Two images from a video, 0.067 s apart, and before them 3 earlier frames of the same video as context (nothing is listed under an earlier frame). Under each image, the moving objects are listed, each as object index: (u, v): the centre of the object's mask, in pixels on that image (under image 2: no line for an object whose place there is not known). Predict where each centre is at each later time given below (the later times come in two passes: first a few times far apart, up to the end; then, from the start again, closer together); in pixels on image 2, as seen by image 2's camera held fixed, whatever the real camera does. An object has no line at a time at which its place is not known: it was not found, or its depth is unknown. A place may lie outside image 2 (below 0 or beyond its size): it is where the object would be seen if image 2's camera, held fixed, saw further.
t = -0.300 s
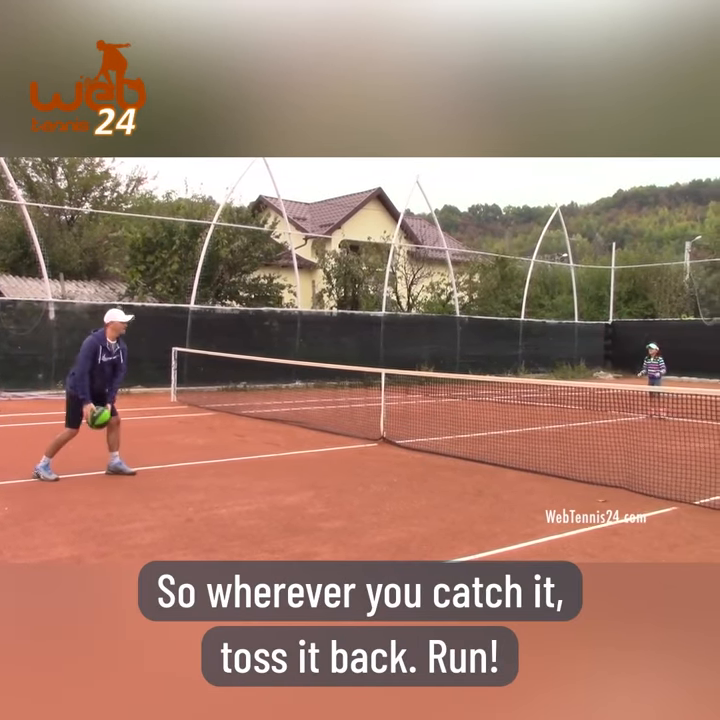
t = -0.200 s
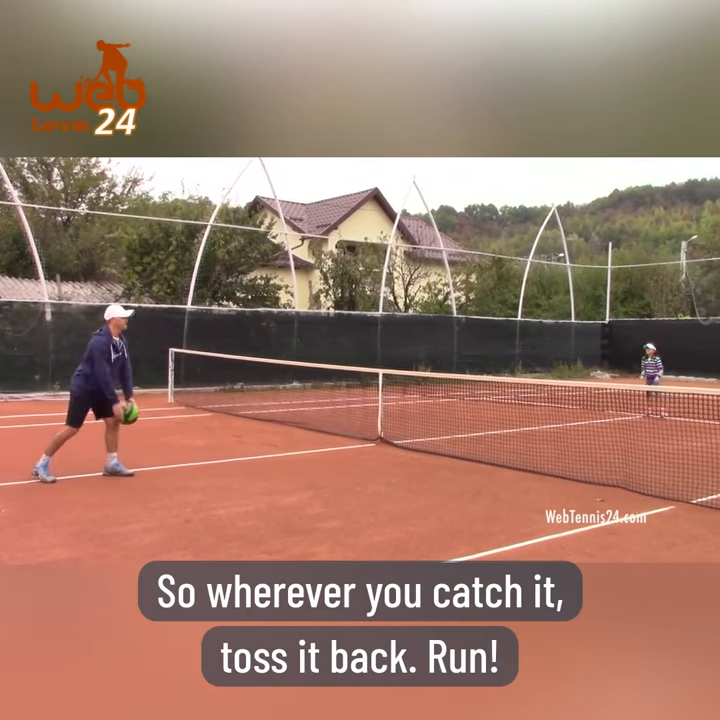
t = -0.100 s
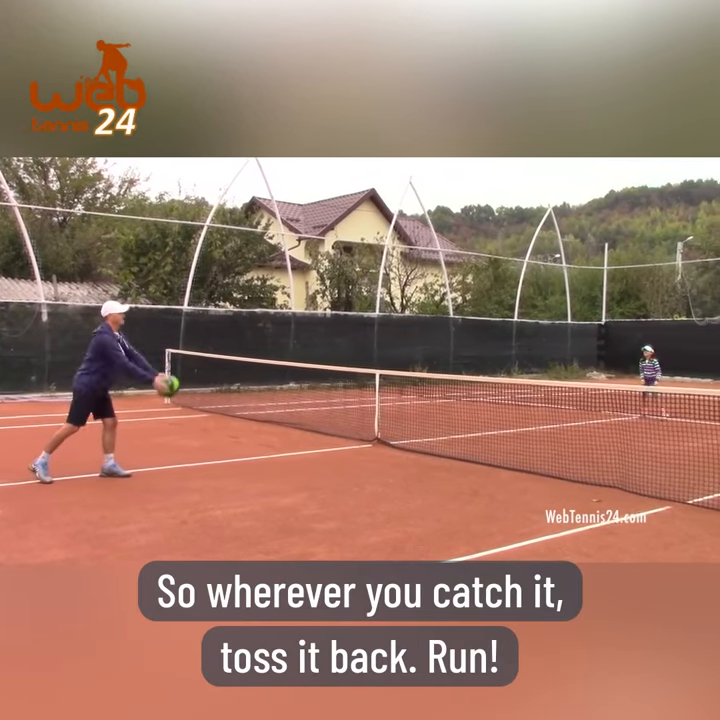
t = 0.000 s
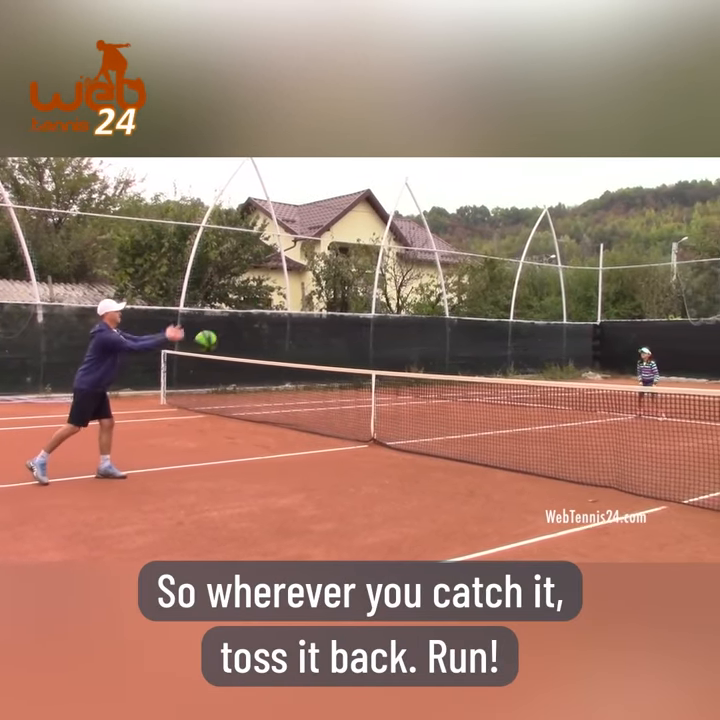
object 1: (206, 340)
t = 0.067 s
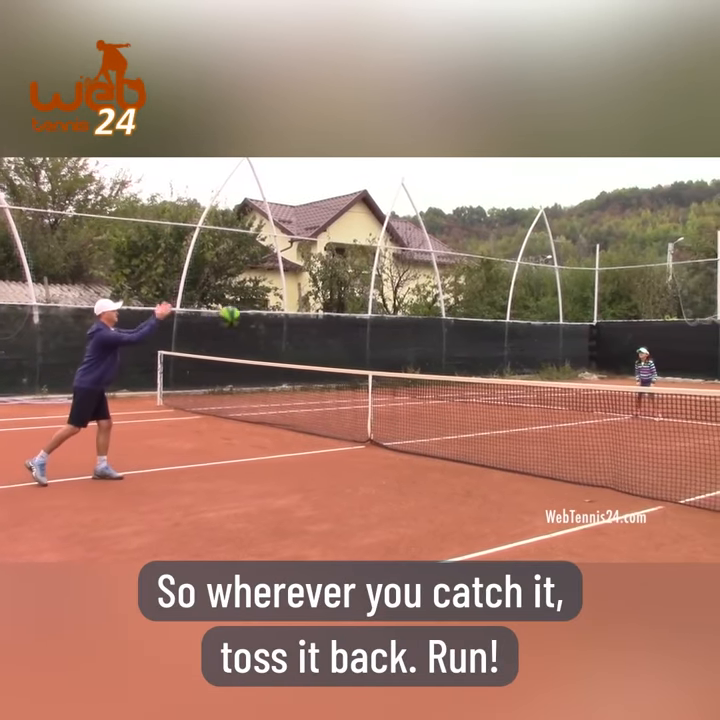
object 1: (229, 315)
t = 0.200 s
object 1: (279, 280)
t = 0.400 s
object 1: (348, 258)
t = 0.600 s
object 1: (411, 275)
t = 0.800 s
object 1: (468, 321)
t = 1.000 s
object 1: (519, 398)
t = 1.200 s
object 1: (556, 413)
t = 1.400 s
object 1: (579, 371)
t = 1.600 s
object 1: (601, 351)
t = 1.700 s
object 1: (613, 352)
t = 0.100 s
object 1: (242, 304)
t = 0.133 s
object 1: (255, 293)
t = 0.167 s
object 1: (267, 288)
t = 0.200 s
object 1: (279, 280)
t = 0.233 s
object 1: (291, 273)
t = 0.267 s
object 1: (304, 268)
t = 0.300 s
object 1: (314, 263)
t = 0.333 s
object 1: (326, 260)
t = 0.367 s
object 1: (337, 258)
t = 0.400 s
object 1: (348, 258)
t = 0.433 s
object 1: (359, 259)
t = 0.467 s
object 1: (370, 260)
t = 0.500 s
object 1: (380, 263)
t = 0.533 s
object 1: (391, 265)
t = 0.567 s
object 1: (401, 269)
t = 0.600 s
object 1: (411, 275)
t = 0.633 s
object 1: (421, 281)
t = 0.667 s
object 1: (431, 288)
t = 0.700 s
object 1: (440, 295)
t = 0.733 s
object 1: (450, 303)
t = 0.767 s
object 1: (459, 311)
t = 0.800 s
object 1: (468, 321)
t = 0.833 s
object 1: (477, 332)
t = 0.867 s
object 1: (486, 343)
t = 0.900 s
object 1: (494, 356)
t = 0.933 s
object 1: (503, 369)
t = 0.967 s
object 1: (512, 388)
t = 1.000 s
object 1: (519, 398)
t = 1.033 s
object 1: (526, 413)
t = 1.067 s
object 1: (534, 429)
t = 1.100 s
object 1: (541, 445)
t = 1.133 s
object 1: (546, 434)
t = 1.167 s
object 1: (551, 423)
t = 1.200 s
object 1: (556, 413)
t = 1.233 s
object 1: (559, 403)
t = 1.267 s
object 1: (564, 395)
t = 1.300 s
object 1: (569, 384)
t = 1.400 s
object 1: (579, 371)
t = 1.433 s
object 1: (582, 365)
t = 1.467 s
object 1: (586, 361)
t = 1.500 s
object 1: (590, 357)
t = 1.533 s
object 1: (594, 354)
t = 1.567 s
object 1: (598, 352)
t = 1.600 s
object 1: (601, 351)
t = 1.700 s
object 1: (613, 352)
